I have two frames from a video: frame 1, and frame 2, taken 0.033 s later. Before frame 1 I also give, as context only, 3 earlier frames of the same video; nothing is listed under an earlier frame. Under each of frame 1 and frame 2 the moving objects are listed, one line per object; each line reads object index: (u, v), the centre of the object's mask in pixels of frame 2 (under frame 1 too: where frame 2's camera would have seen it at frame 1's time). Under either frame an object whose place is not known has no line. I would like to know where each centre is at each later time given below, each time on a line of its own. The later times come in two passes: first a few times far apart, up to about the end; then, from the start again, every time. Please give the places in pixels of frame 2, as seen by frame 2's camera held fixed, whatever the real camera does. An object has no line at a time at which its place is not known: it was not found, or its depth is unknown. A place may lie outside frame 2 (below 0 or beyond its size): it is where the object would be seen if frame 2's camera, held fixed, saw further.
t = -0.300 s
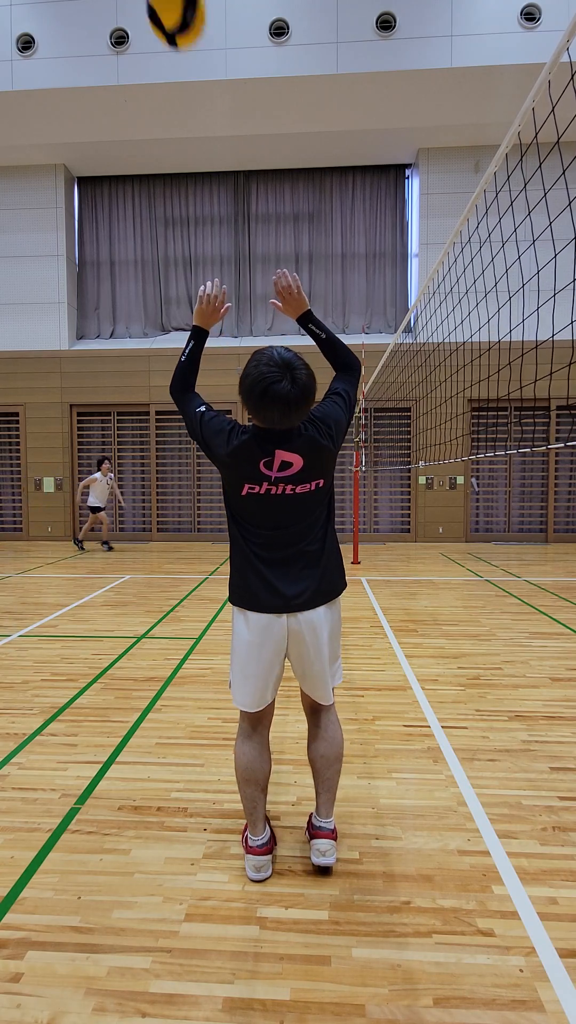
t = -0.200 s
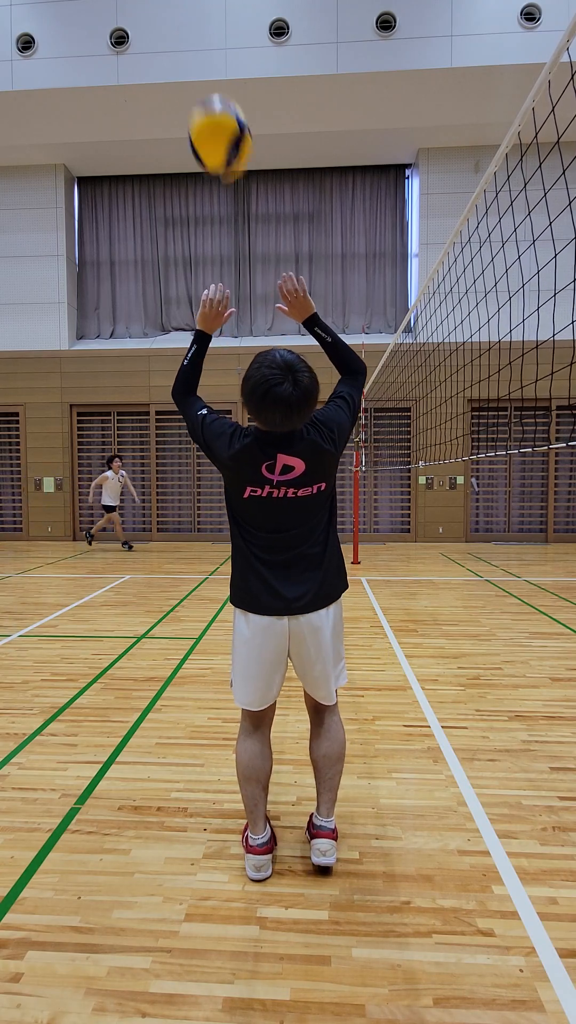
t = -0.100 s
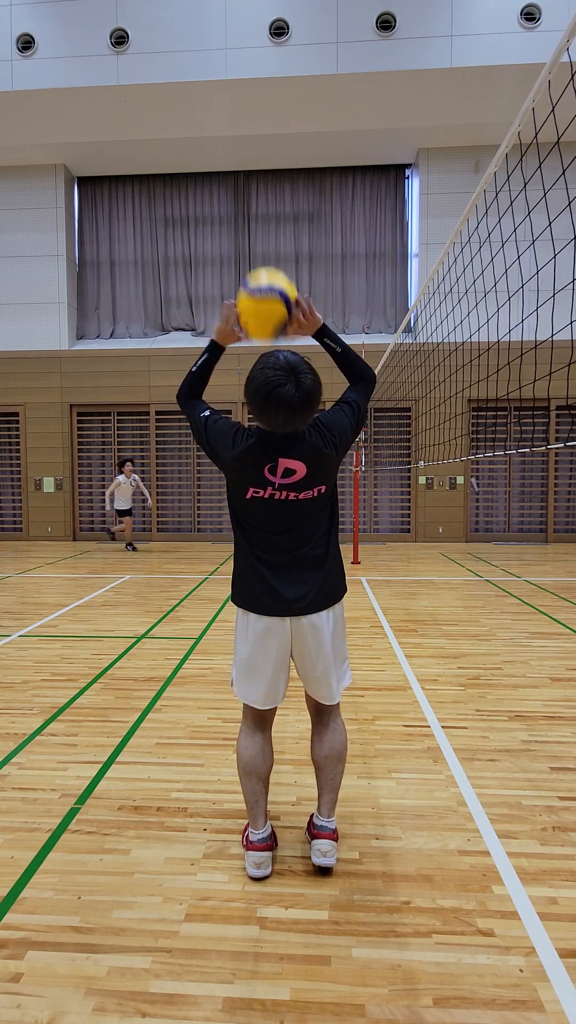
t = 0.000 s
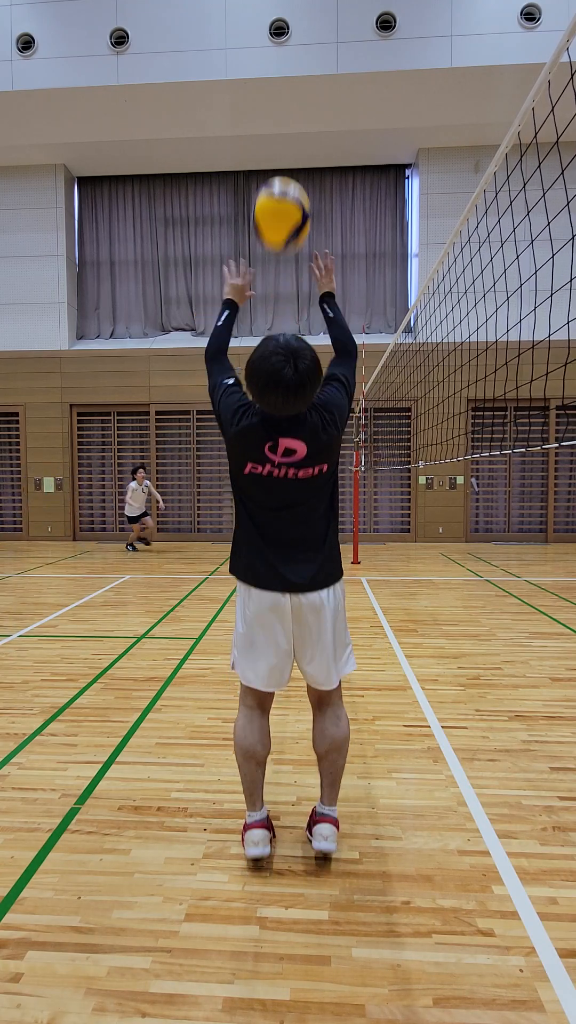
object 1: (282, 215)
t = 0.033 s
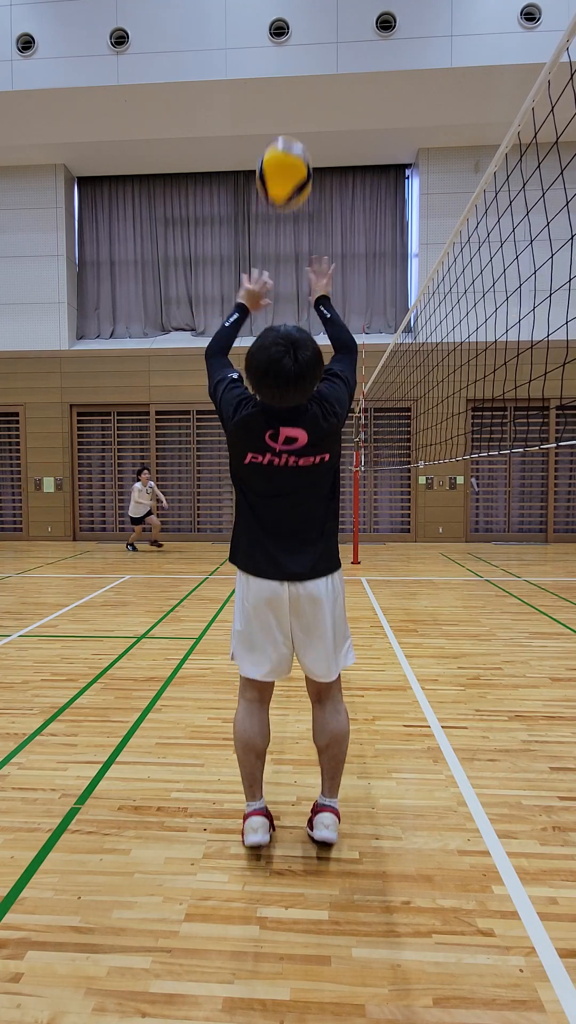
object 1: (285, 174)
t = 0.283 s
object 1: (300, 39)
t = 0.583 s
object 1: (311, 71)
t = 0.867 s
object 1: (317, 179)
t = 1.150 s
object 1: (319, 319)
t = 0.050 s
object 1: (286, 156)
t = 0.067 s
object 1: (287, 139)
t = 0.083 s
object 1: (288, 123)
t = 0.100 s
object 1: (290, 110)
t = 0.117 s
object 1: (291, 99)
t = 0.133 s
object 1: (292, 88)
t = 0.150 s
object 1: (293, 79)
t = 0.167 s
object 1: (294, 70)
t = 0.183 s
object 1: (295, 63)
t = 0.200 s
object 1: (296, 57)
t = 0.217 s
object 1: (297, 52)
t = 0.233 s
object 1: (298, 48)
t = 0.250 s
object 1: (299, 44)
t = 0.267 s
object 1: (300, 41)
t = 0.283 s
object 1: (300, 39)
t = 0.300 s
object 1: (301, 37)
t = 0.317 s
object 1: (302, 36)
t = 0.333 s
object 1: (302, 35)
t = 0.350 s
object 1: (303, 35)
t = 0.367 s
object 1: (304, 35)
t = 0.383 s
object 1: (304, 36)
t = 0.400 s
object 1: (305, 37)
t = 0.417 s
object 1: (306, 38)
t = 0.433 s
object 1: (306, 40)
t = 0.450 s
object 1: (307, 42)
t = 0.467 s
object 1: (307, 45)
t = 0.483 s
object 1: (308, 48)
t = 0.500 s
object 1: (308, 51)
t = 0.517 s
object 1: (309, 54)
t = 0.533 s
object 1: (309, 58)
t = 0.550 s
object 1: (310, 63)
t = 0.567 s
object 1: (310, 67)
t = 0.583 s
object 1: (311, 71)
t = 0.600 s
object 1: (311, 76)
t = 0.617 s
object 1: (312, 81)
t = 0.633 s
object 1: (312, 86)
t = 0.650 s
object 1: (312, 92)
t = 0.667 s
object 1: (313, 97)
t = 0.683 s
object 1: (313, 103)
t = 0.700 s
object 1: (314, 109)
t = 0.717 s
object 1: (314, 115)
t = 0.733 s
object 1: (314, 122)
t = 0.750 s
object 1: (315, 128)
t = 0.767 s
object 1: (315, 135)
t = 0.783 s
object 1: (315, 142)
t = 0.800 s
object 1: (316, 149)
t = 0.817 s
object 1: (316, 156)
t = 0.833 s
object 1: (316, 164)
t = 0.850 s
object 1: (317, 171)
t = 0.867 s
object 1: (317, 179)
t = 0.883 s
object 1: (317, 186)
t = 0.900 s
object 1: (317, 194)
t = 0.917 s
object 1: (317, 201)
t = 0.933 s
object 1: (318, 209)
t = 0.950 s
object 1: (318, 217)
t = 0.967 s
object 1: (318, 225)
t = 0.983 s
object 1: (318, 233)
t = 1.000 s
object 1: (318, 242)
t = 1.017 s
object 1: (319, 250)
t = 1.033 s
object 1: (318, 258)
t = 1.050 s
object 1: (318, 267)
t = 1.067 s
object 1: (318, 276)
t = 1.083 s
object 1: (318, 284)
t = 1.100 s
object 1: (319, 293)
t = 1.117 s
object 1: (319, 301)
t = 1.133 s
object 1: (319, 310)
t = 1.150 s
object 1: (319, 319)
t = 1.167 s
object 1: (319, 328)
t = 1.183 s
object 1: (319, 336)
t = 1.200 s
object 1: (319, 346)
